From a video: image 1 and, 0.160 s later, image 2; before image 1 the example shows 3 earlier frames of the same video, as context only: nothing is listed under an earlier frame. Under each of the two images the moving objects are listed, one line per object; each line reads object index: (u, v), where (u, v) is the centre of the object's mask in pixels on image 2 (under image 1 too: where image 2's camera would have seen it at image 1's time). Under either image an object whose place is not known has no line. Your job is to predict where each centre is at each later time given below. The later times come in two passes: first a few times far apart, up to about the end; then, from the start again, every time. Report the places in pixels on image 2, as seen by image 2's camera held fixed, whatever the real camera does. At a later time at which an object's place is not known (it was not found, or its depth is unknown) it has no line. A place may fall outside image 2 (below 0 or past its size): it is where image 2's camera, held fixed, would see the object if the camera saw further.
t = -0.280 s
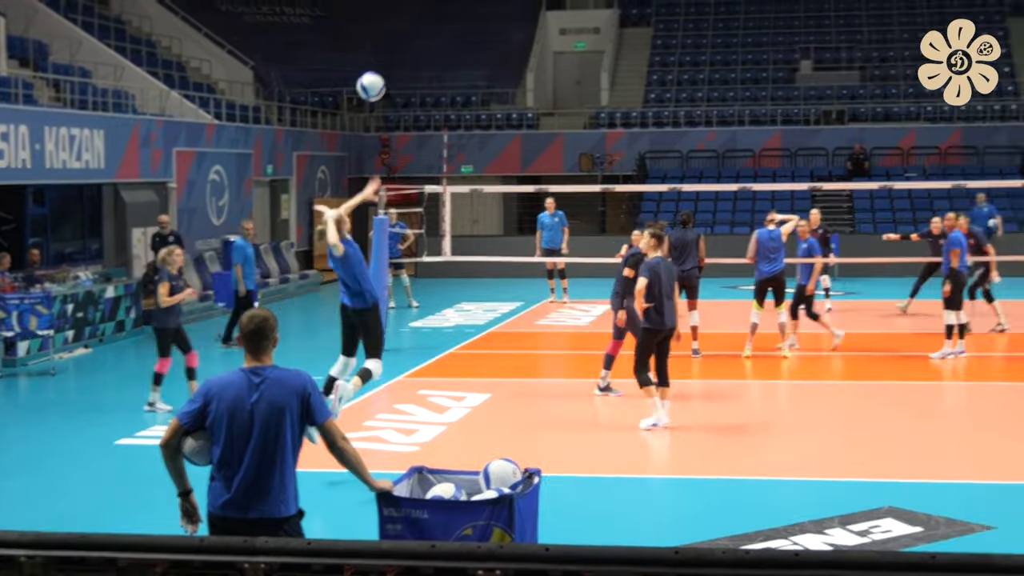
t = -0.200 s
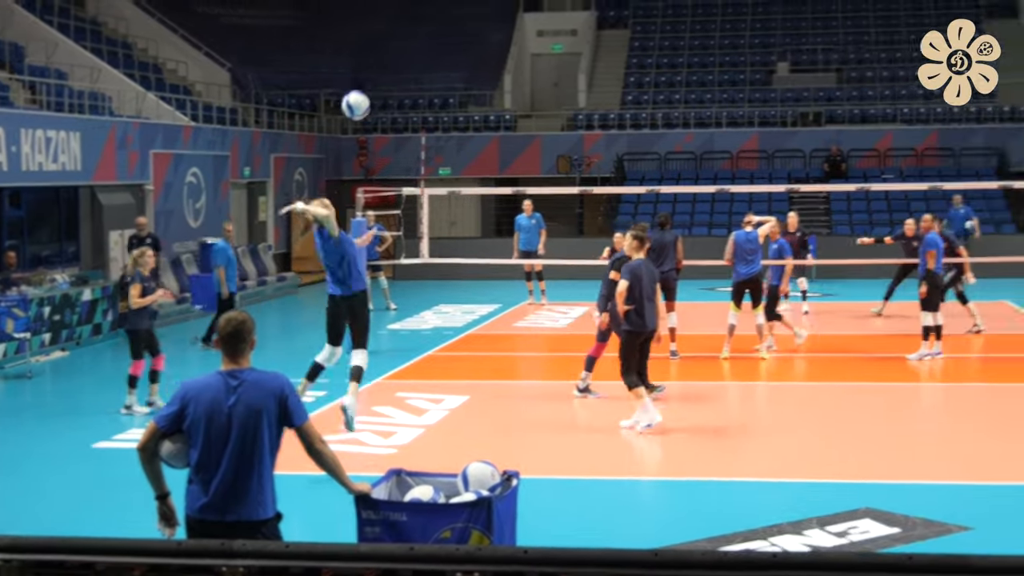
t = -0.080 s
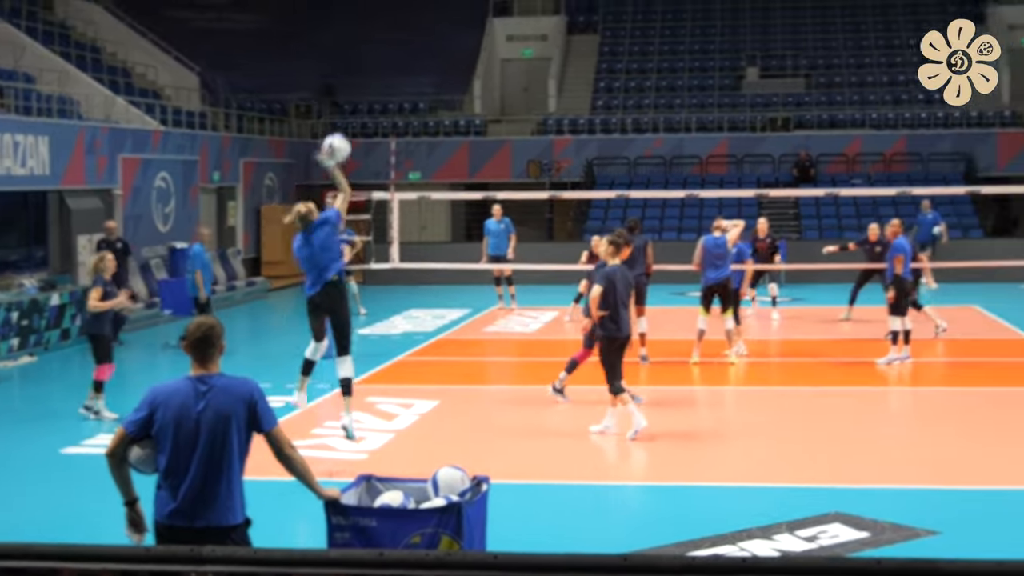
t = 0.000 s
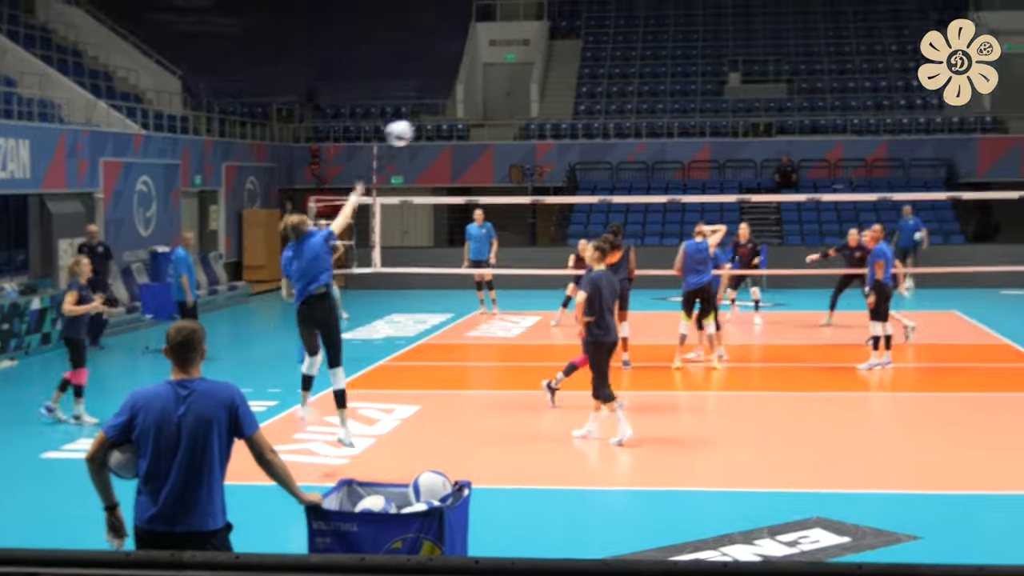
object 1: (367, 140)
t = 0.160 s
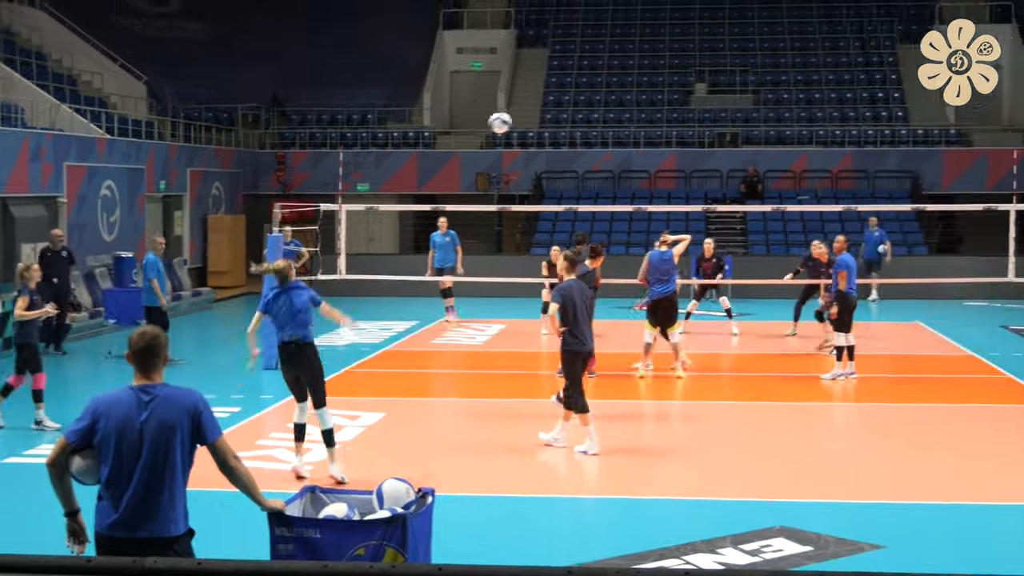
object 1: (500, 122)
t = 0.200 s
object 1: (527, 123)
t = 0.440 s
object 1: (649, 150)
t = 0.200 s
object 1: (527, 123)
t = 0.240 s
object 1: (551, 125)
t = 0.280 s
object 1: (574, 128)
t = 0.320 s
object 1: (595, 132)
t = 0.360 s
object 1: (614, 137)
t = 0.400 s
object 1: (632, 143)
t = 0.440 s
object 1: (649, 150)
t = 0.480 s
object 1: (664, 157)
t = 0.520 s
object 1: (679, 166)
